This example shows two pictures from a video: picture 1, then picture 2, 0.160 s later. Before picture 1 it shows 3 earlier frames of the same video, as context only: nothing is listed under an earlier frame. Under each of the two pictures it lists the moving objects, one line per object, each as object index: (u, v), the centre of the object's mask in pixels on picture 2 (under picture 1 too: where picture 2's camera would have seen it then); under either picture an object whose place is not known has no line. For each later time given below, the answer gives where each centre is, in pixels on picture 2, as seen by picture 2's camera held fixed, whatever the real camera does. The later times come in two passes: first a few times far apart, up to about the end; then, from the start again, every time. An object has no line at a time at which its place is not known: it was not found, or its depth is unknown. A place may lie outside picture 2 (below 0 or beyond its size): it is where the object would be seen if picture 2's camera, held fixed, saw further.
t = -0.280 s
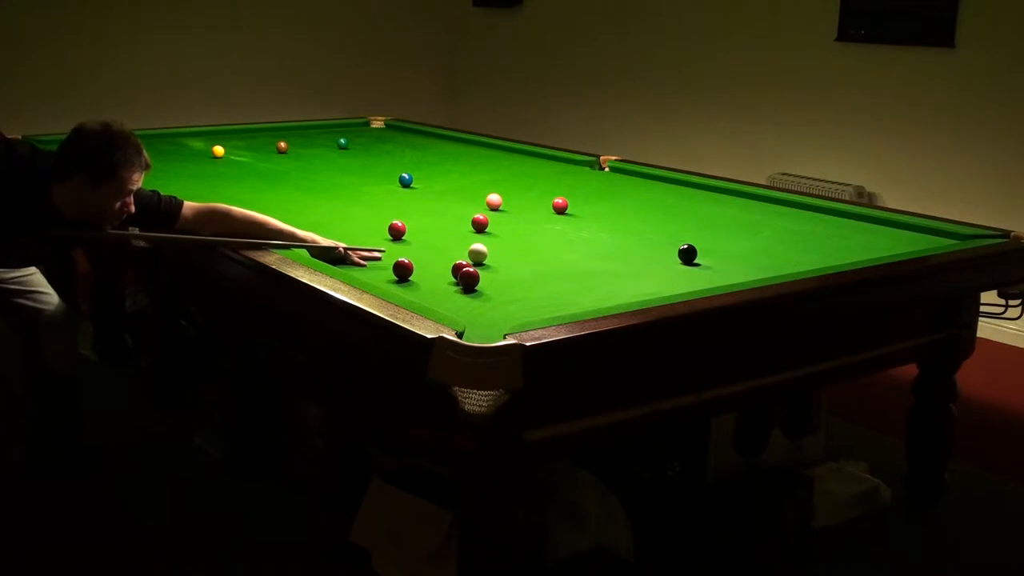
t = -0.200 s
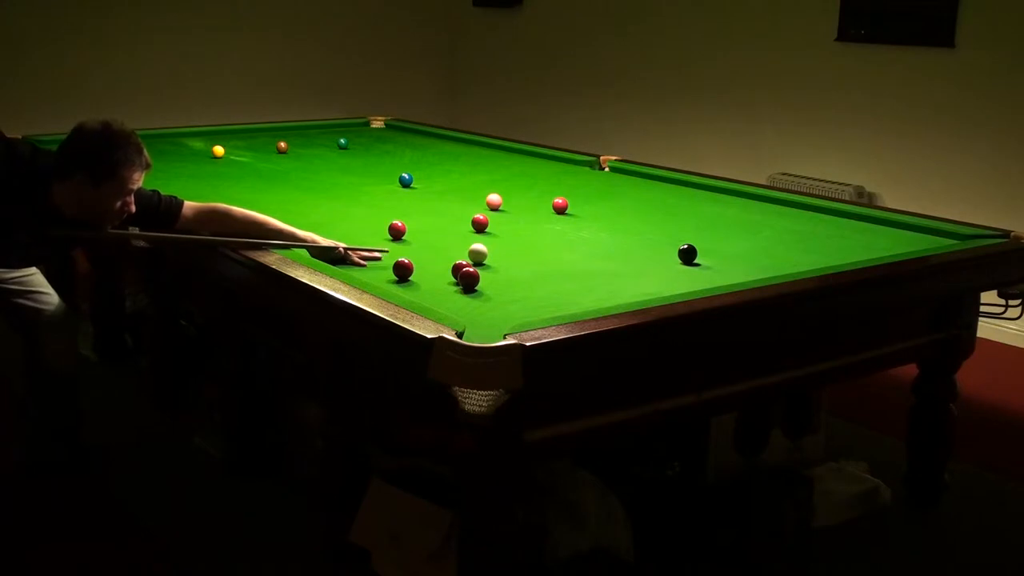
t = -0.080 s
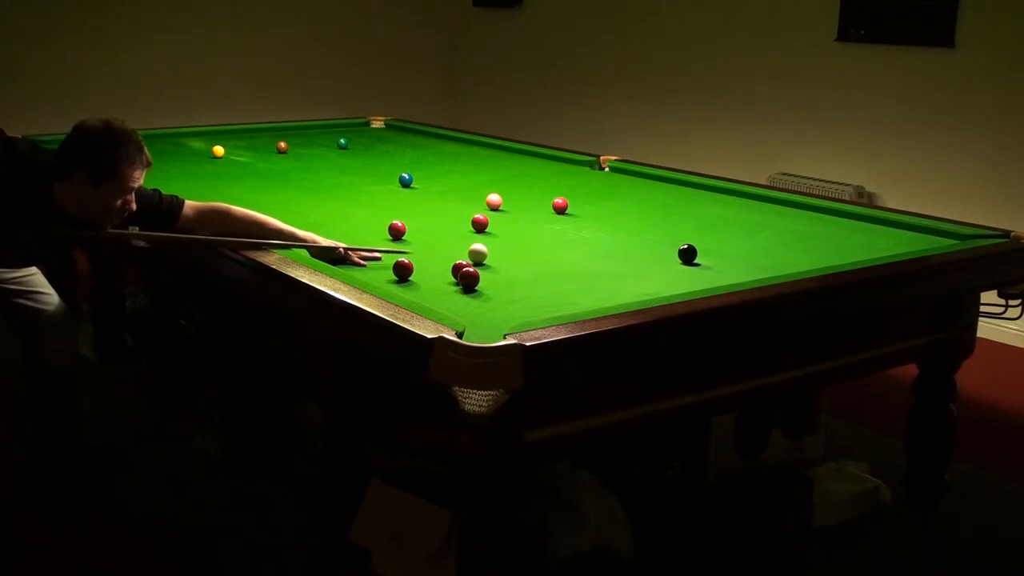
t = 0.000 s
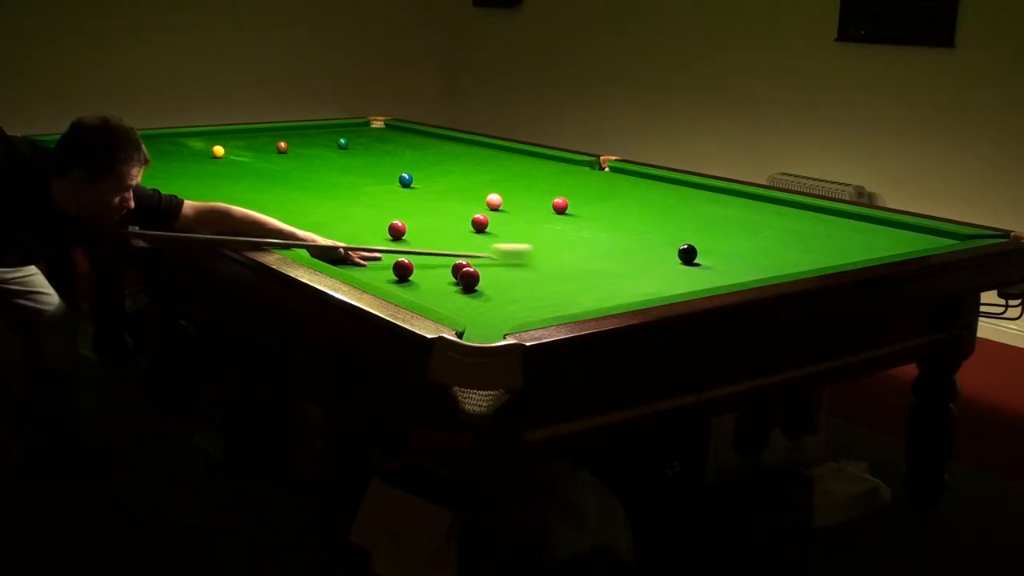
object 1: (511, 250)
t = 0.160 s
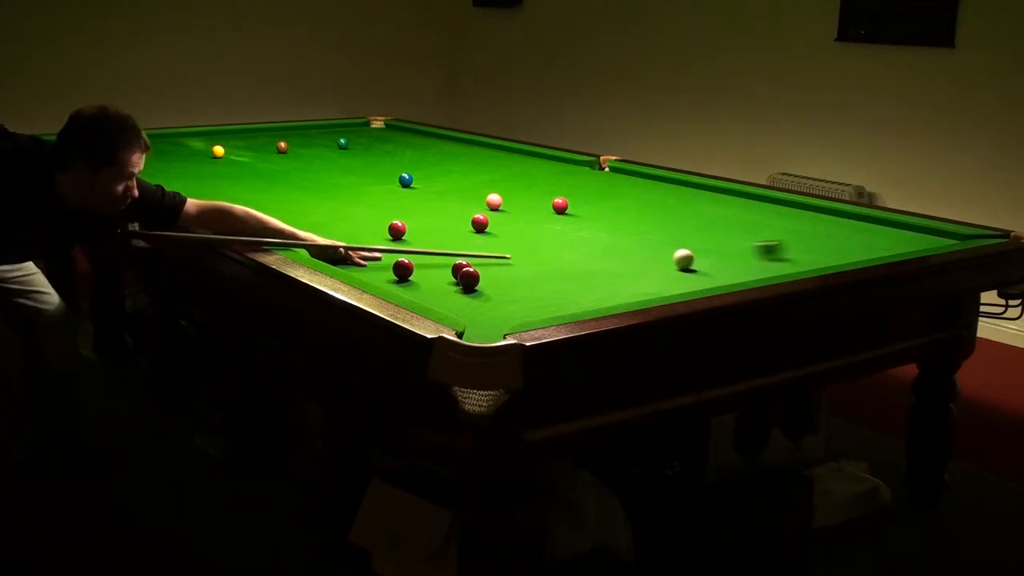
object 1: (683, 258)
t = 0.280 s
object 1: (700, 266)
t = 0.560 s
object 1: (737, 278)
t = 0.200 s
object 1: (690, 261)
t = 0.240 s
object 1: (695, 264)
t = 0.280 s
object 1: (700, 266)
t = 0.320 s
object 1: (705, 268)
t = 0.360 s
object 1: (711, 271)
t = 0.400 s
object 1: (716, 273)
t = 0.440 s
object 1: (722, 275)
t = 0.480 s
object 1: (727, 276)
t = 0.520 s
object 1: (732, 277)
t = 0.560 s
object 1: (737, 278)
